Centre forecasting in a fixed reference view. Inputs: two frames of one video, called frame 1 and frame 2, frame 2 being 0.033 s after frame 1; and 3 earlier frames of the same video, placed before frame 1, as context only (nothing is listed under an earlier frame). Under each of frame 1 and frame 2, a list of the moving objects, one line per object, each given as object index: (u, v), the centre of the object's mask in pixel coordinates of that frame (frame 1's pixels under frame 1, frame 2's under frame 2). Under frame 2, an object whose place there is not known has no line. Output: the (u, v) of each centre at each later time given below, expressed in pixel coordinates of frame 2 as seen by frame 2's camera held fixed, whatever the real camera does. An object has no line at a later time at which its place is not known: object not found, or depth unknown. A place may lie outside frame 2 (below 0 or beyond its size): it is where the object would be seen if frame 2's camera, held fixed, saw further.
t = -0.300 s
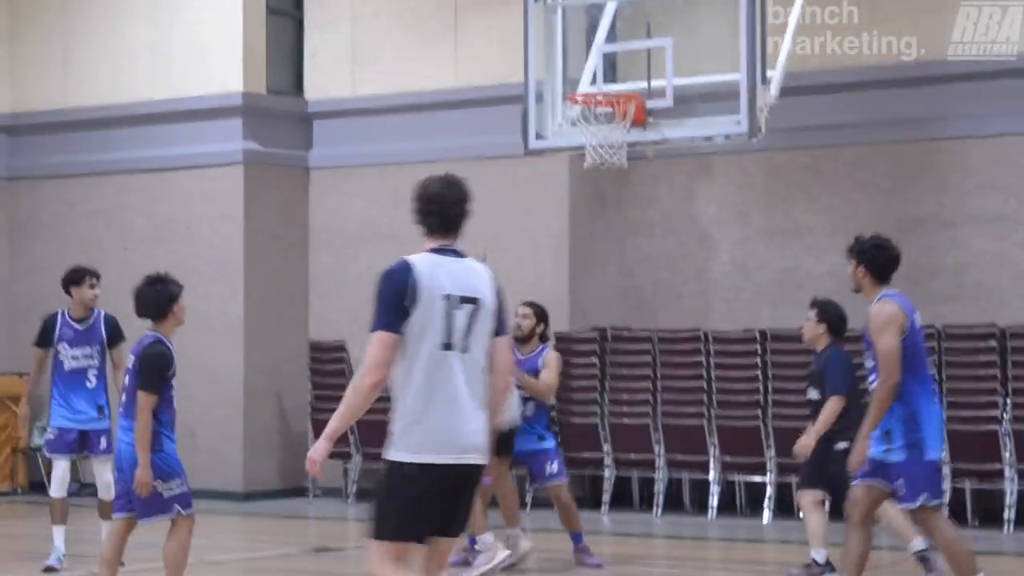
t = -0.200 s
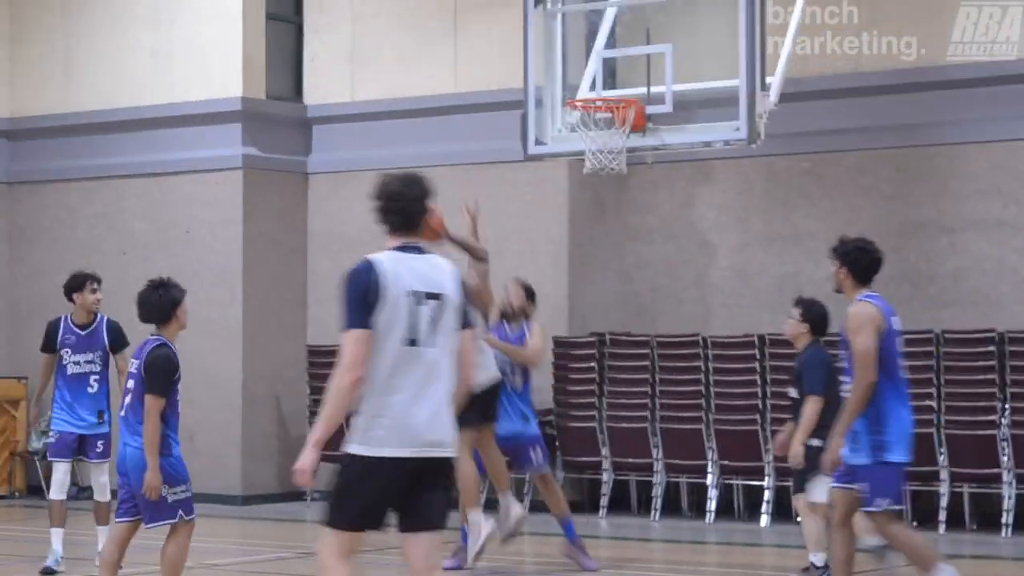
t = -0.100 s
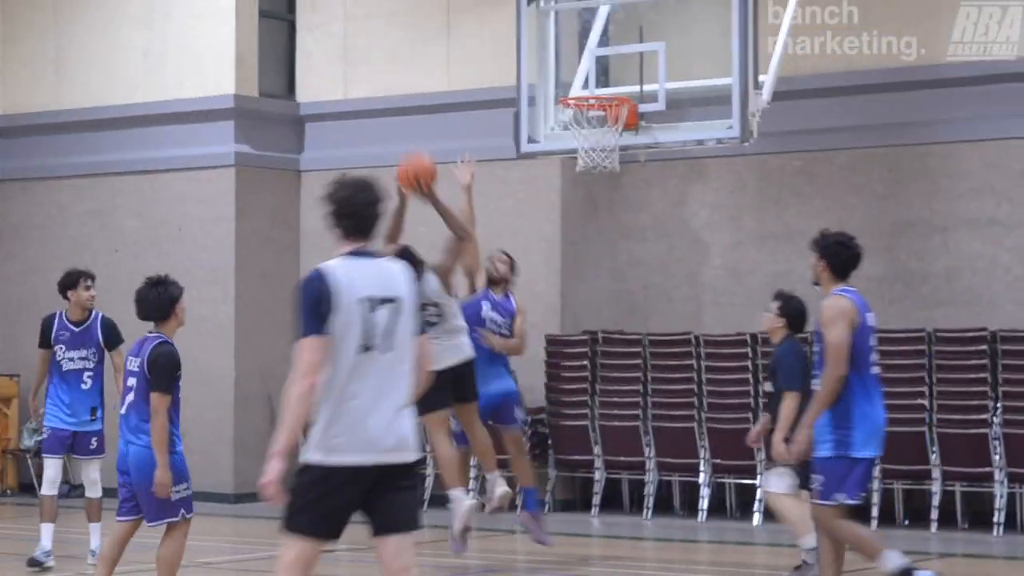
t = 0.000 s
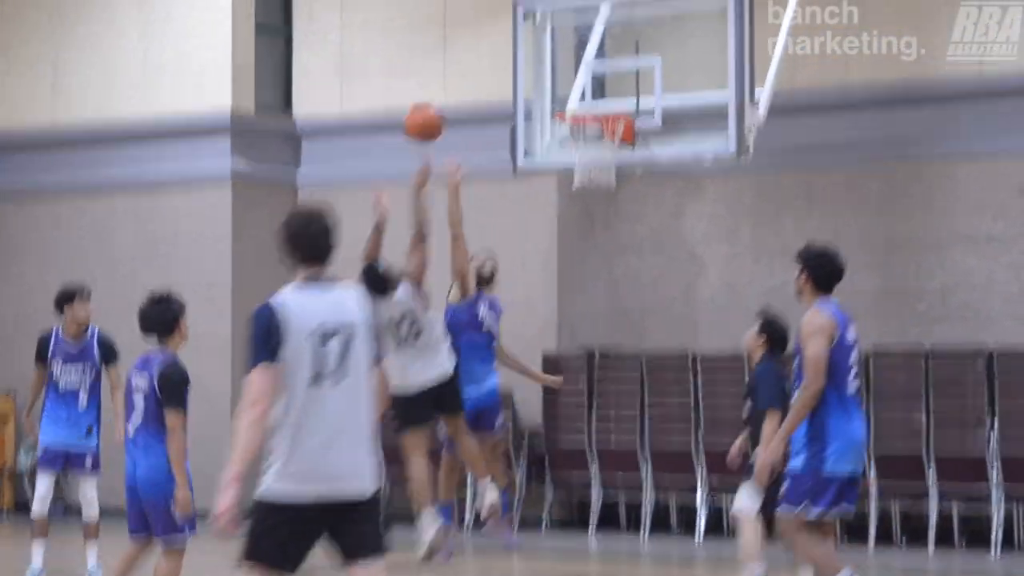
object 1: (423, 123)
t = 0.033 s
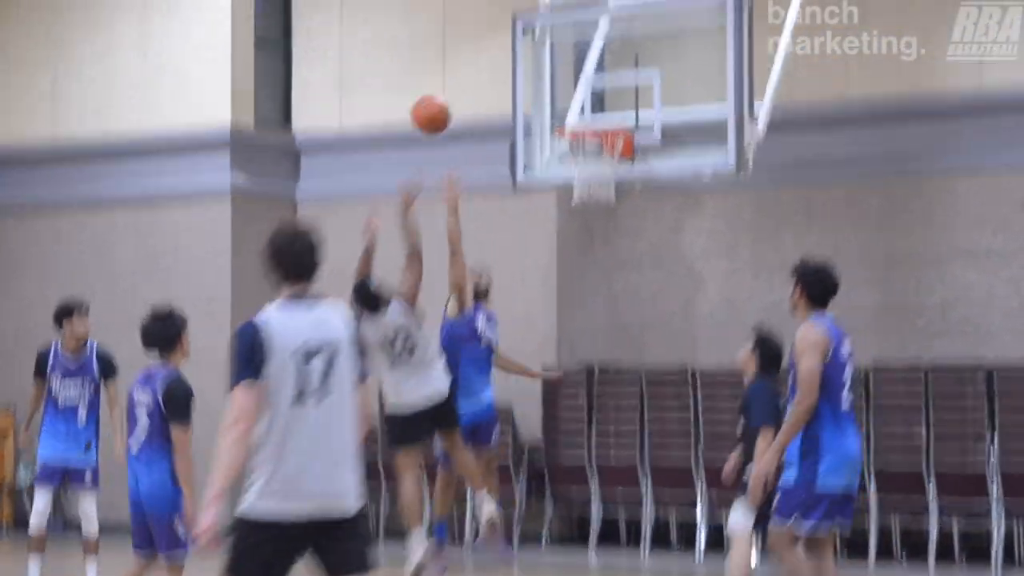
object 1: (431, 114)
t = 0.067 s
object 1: (438, 93)
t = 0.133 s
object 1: (453, 58)
